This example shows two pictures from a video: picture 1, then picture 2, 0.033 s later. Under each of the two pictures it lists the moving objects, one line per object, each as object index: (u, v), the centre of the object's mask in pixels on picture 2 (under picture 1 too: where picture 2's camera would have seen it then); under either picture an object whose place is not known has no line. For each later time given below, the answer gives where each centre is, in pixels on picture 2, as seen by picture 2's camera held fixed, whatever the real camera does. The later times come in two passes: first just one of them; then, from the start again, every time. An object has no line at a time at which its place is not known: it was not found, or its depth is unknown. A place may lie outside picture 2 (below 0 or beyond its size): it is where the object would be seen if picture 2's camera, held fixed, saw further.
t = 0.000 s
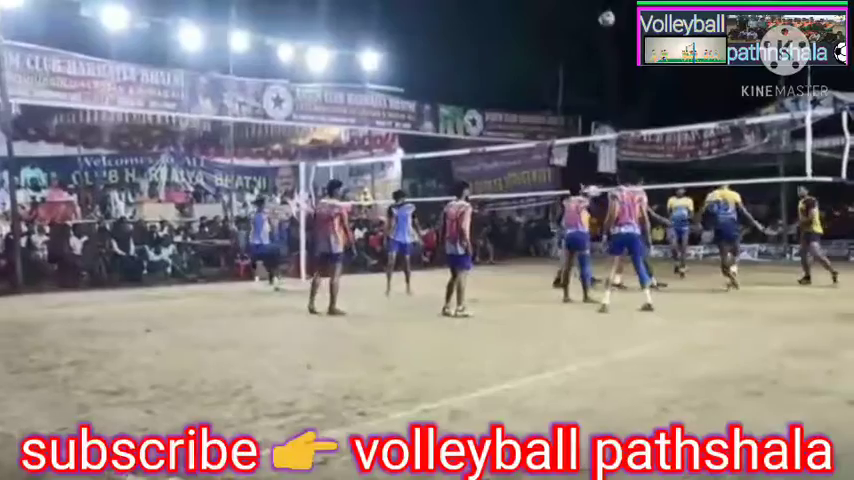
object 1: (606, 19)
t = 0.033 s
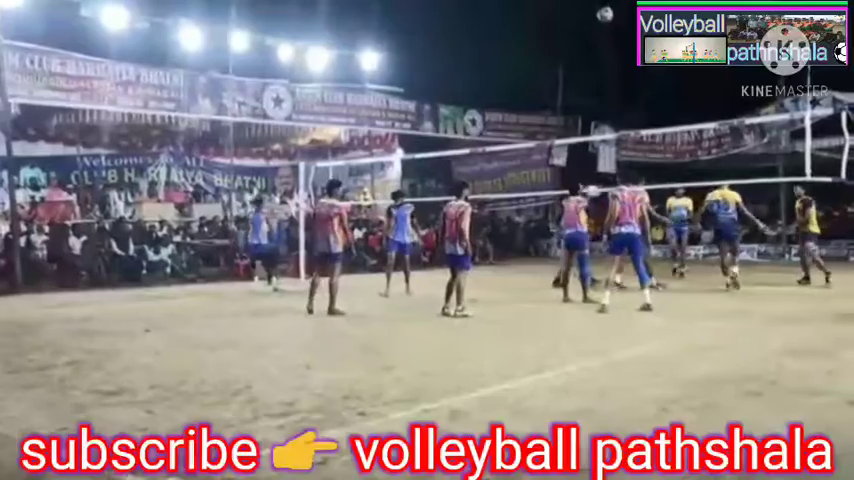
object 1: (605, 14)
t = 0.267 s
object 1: (594, 6)
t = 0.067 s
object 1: (603, 10)
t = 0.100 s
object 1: (602, 7)
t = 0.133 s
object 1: (601, 5)
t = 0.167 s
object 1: (599, 4)
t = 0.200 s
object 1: (597, 4)
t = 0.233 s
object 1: (597, 4)
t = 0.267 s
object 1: (594, 6)
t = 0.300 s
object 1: (592, 7)
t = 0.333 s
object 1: (592, 10)
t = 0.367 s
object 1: (590, 14)
